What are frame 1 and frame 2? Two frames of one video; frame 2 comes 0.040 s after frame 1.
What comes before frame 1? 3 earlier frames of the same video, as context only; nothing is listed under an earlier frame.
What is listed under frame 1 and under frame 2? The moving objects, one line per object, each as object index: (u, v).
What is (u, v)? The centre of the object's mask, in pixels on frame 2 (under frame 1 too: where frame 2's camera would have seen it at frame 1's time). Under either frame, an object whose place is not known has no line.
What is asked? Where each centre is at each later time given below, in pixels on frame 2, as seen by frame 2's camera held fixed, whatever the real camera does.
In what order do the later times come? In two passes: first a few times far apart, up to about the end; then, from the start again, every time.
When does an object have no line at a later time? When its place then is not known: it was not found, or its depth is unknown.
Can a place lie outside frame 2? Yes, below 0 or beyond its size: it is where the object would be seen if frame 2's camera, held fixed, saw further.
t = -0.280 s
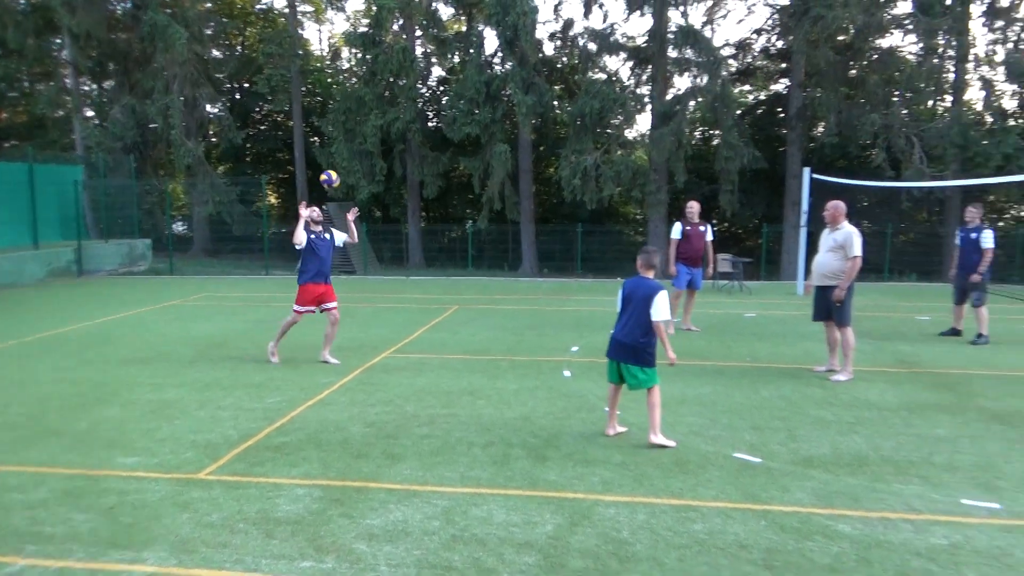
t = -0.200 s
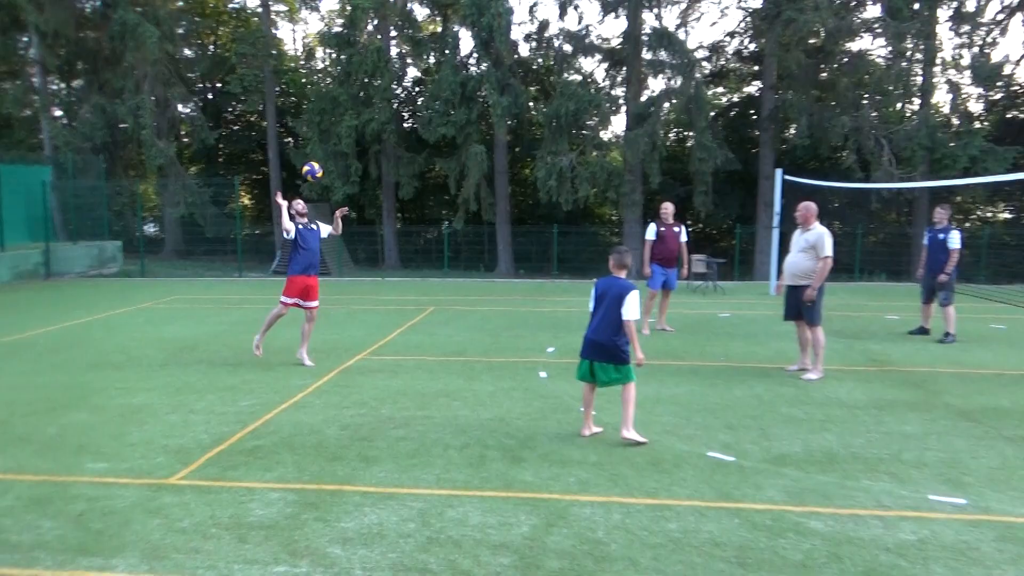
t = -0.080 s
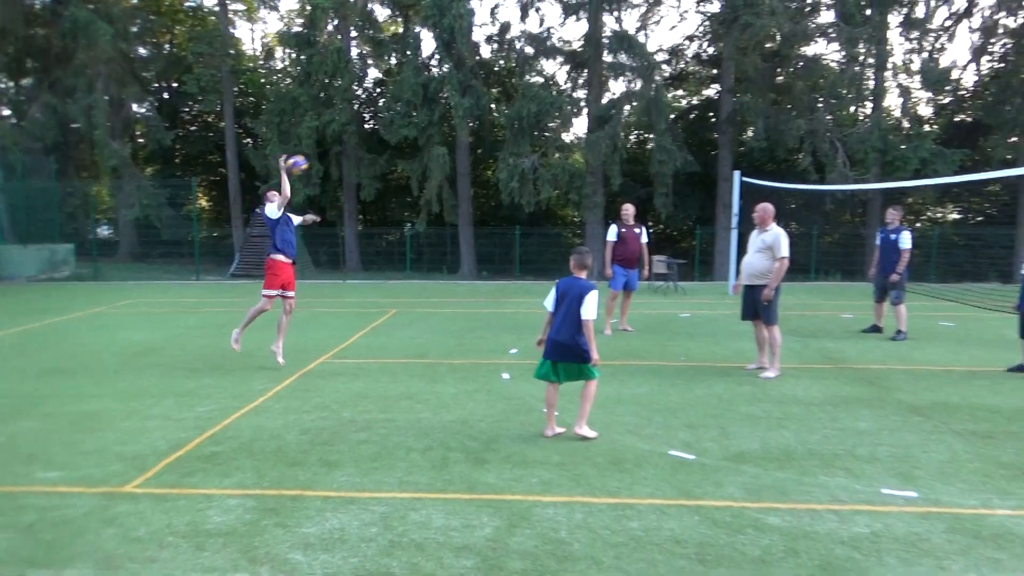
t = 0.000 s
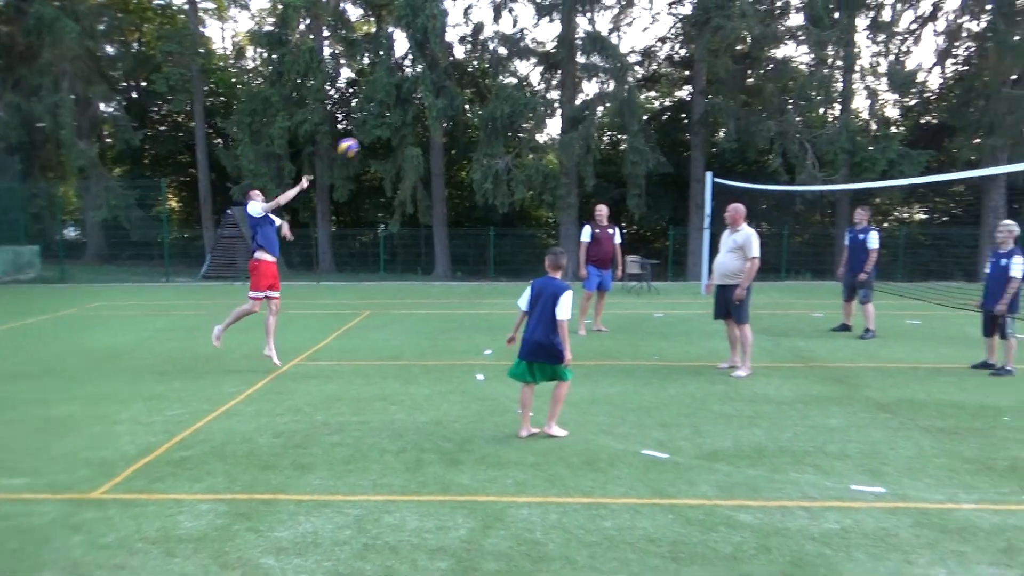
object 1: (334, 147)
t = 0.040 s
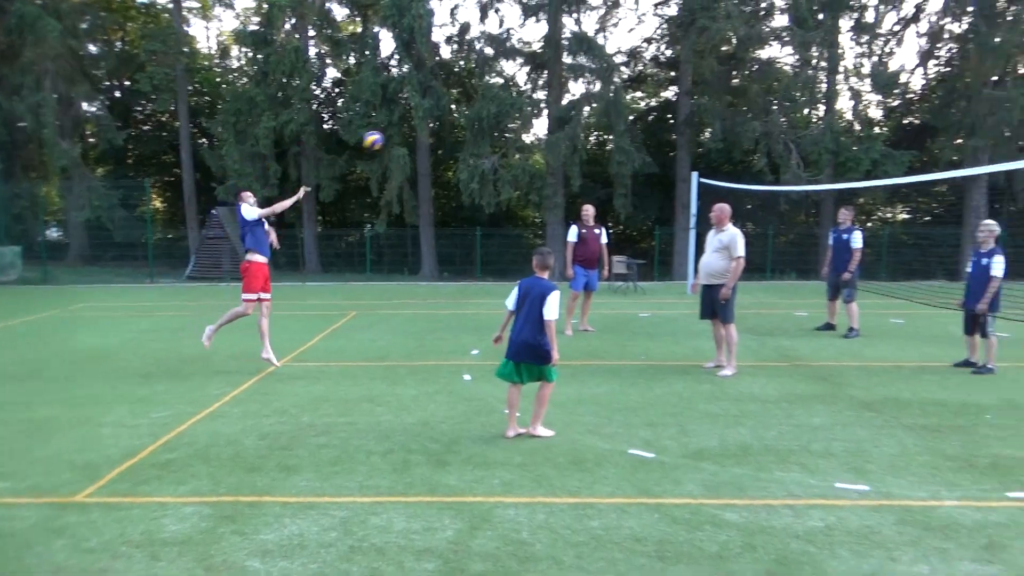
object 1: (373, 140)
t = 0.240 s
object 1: (552, 127)
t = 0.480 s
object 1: (736, 153)
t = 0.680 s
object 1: (868, 200)
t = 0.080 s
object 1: (410, 135)
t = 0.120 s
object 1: (447, 131)
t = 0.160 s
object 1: (482, 128)
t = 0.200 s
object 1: (517, 127)
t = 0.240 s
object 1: (552, 127)
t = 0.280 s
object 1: (584, 129)
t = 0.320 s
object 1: (616, 131)
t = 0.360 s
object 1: (647, 135)
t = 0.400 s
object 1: (678, 140)
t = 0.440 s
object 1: (707, 145)
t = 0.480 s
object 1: (736, 153)
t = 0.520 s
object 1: (763, 161)
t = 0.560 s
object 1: (791, 169)
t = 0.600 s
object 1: (817, 178)
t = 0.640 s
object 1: (844, 189)
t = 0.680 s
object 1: (868, 200)
